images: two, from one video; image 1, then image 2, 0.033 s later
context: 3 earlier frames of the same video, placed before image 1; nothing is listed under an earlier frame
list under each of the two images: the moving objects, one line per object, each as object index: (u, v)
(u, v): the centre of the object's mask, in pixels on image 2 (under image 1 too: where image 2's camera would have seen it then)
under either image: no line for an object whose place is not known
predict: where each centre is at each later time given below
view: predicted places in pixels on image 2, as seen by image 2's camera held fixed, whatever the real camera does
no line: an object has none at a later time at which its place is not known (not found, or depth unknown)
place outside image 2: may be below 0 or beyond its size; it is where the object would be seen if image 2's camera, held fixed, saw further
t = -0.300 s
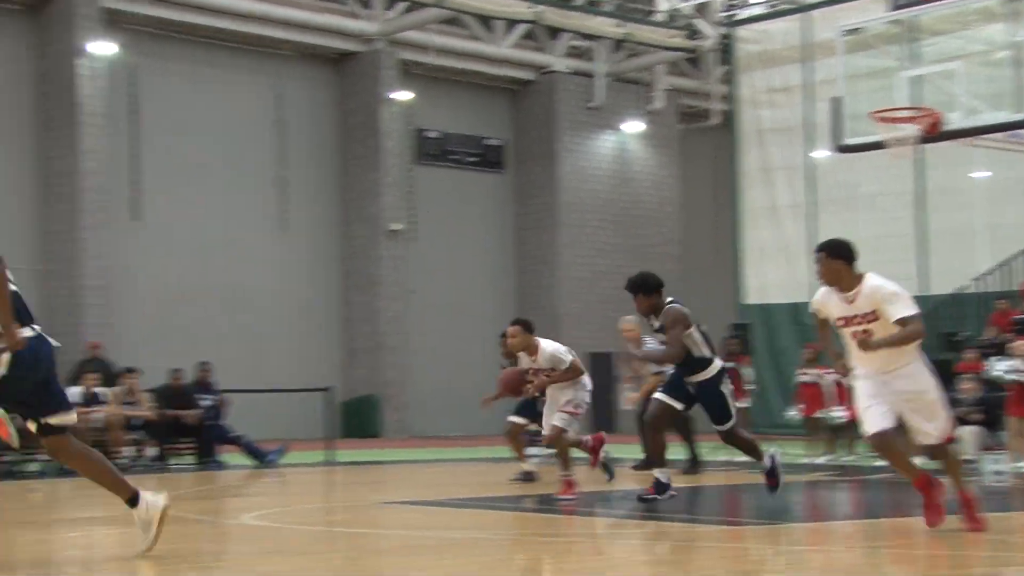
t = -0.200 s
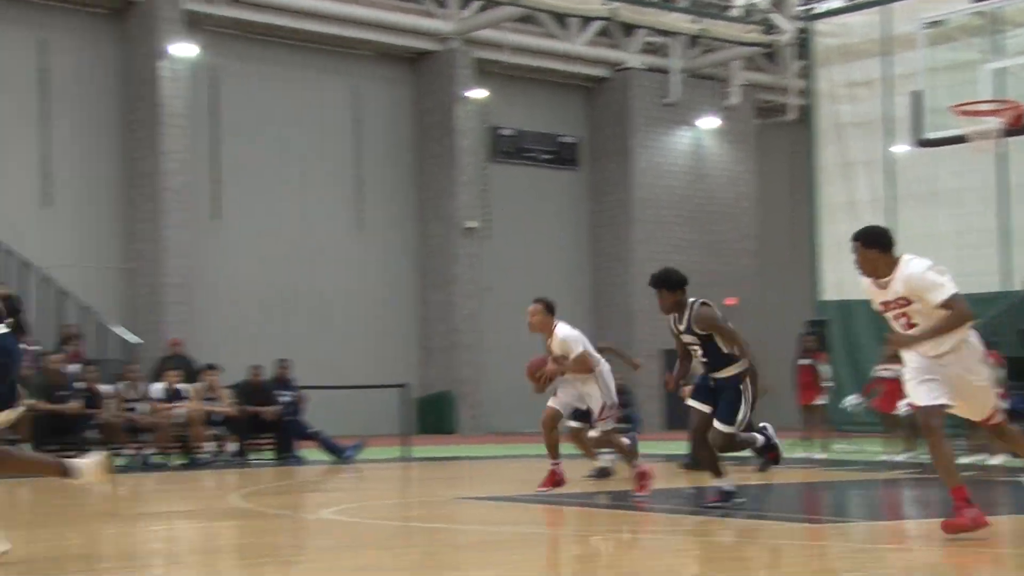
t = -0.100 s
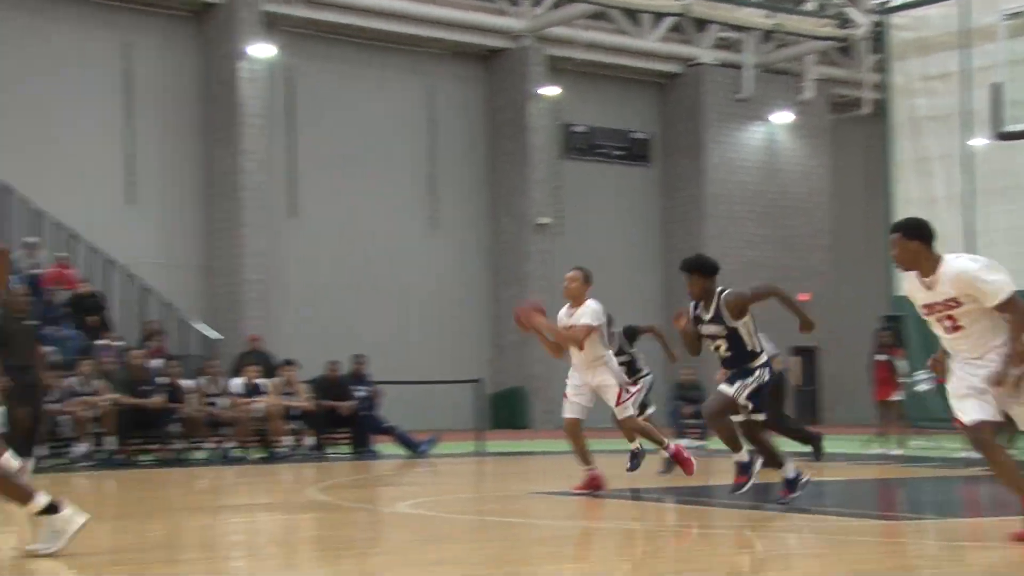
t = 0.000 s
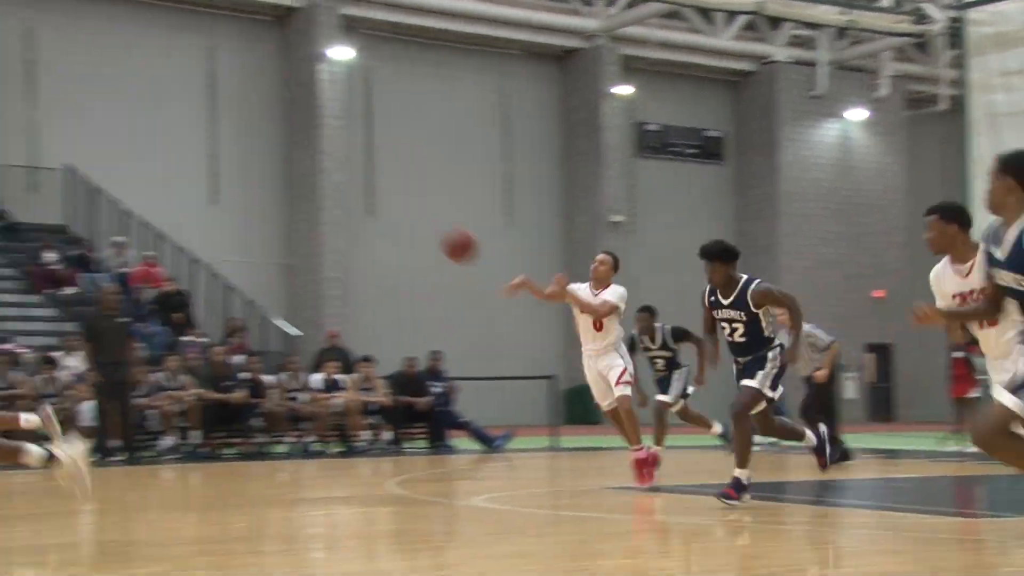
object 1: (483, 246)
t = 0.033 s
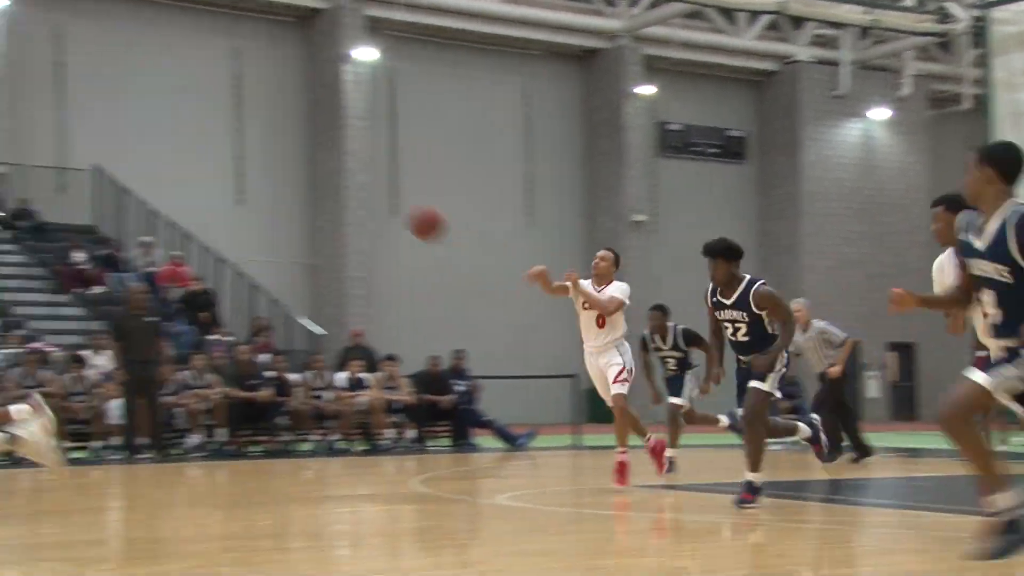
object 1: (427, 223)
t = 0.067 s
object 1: (367, 203)
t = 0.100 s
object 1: (304, 180)
